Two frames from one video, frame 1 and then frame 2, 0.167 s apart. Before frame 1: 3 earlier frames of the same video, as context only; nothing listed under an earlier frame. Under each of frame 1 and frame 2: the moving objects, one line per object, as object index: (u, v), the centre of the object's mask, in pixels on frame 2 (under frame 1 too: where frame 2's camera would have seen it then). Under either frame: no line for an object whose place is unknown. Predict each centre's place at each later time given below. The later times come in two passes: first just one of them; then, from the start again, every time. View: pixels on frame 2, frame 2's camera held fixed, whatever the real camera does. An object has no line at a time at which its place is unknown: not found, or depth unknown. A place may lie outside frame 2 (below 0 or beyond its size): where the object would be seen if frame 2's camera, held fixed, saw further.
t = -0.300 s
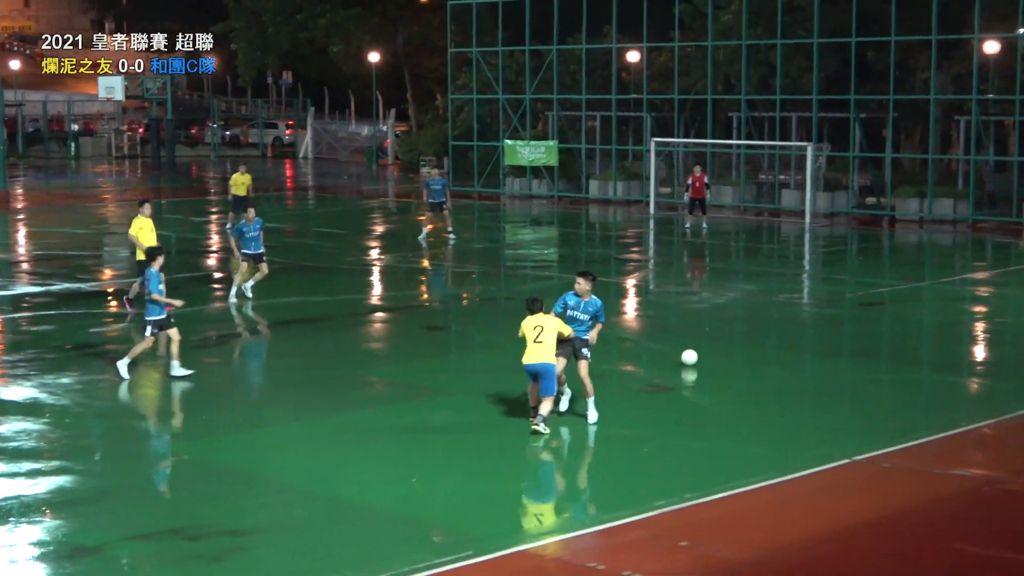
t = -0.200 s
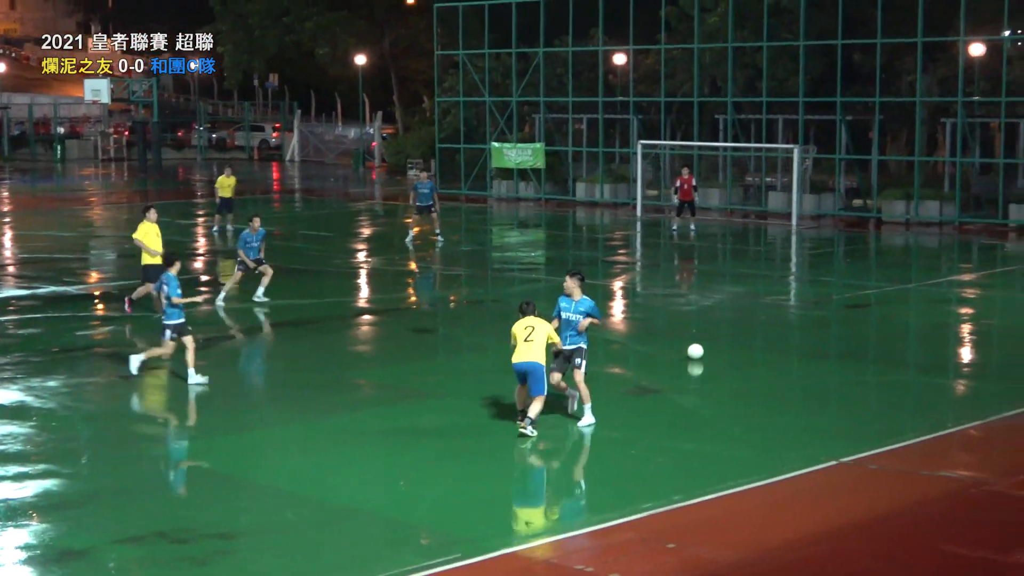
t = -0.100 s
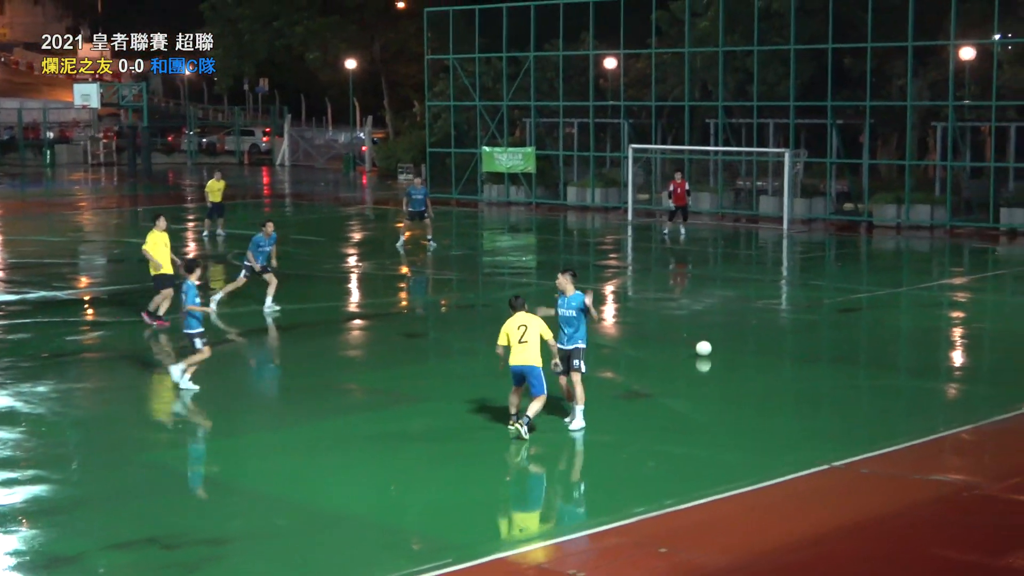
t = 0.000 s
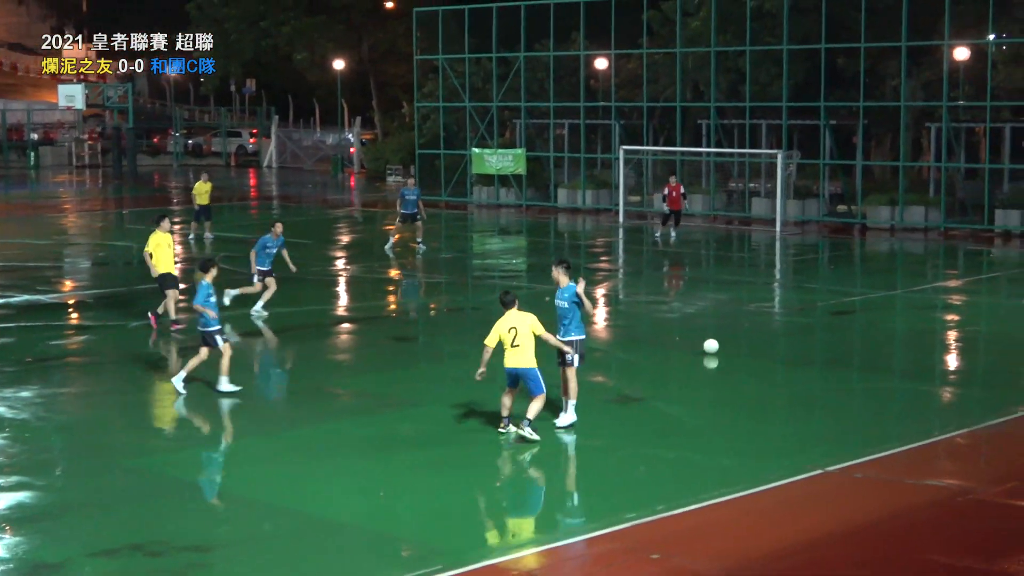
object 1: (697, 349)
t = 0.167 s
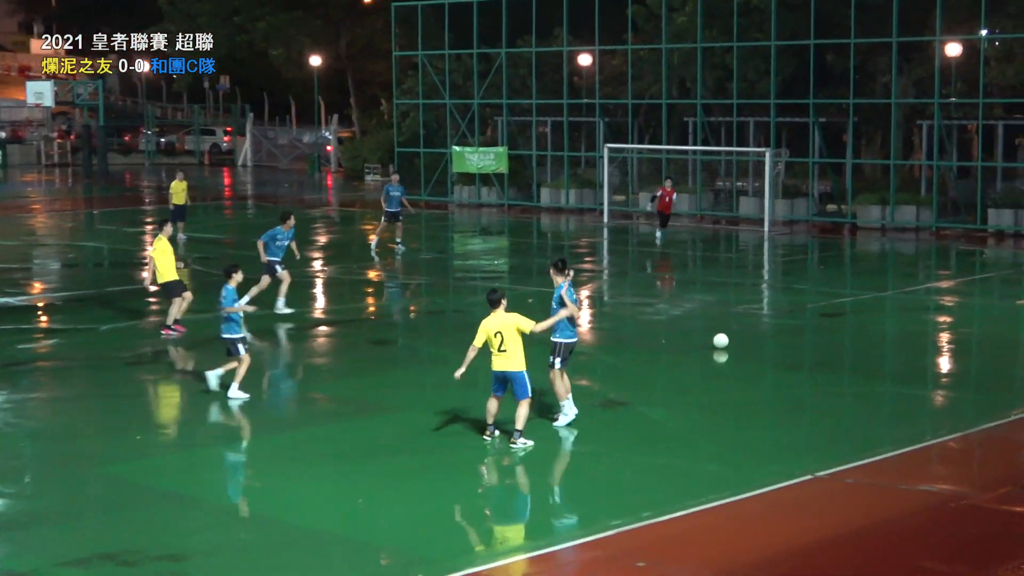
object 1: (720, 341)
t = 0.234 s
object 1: (729, 338)
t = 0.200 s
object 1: (725, 340)
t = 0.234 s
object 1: (729, 338)
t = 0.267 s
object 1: (733, 337)
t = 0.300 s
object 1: (738, 335)
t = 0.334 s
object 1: (742, 334)
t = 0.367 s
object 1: (746, 333)
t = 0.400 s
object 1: (750, 332)
